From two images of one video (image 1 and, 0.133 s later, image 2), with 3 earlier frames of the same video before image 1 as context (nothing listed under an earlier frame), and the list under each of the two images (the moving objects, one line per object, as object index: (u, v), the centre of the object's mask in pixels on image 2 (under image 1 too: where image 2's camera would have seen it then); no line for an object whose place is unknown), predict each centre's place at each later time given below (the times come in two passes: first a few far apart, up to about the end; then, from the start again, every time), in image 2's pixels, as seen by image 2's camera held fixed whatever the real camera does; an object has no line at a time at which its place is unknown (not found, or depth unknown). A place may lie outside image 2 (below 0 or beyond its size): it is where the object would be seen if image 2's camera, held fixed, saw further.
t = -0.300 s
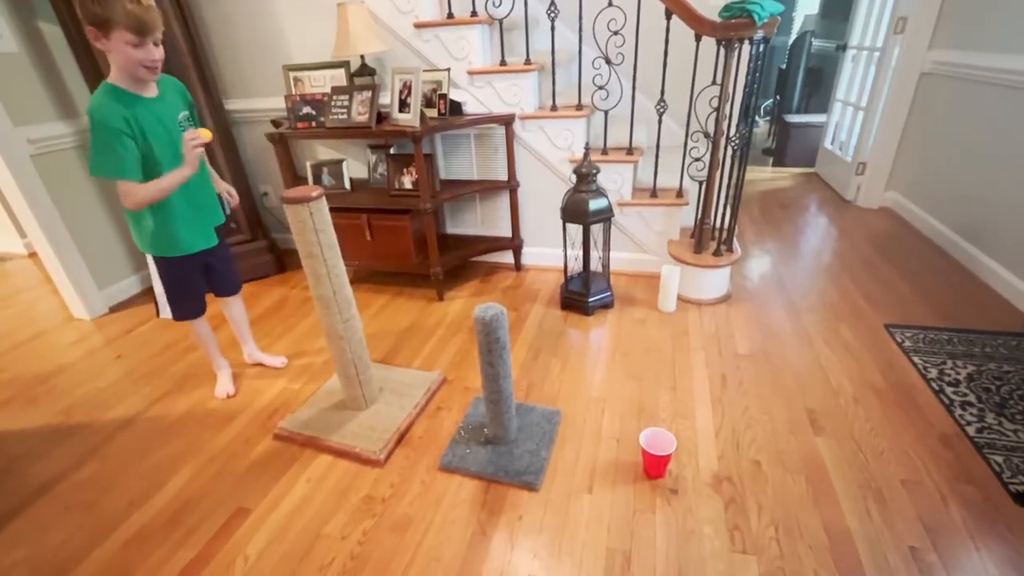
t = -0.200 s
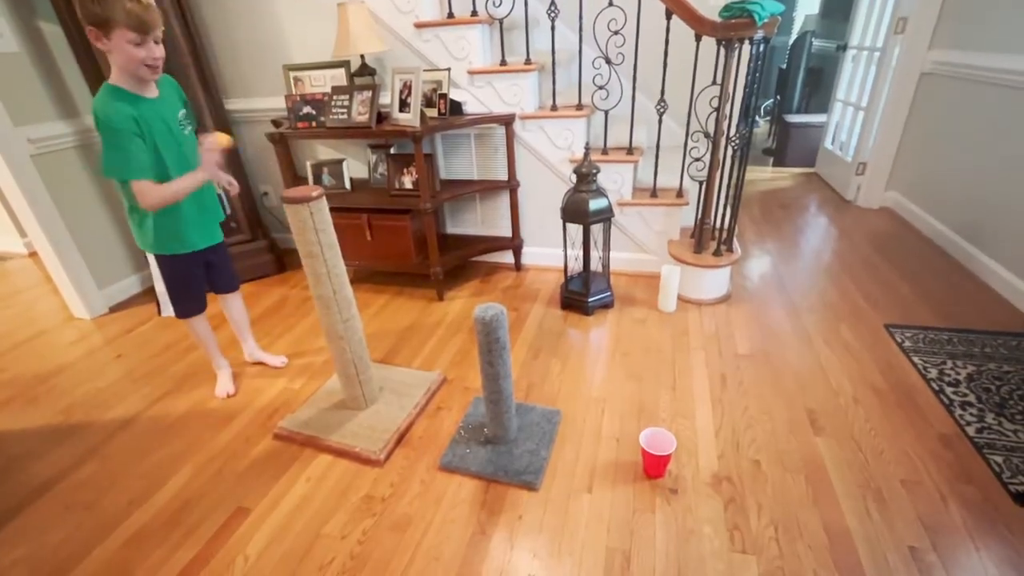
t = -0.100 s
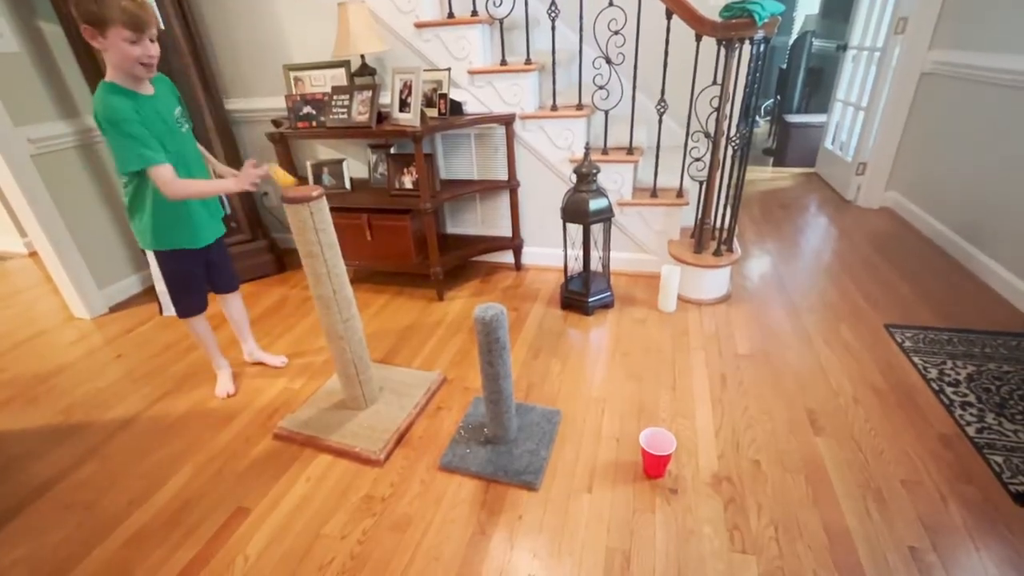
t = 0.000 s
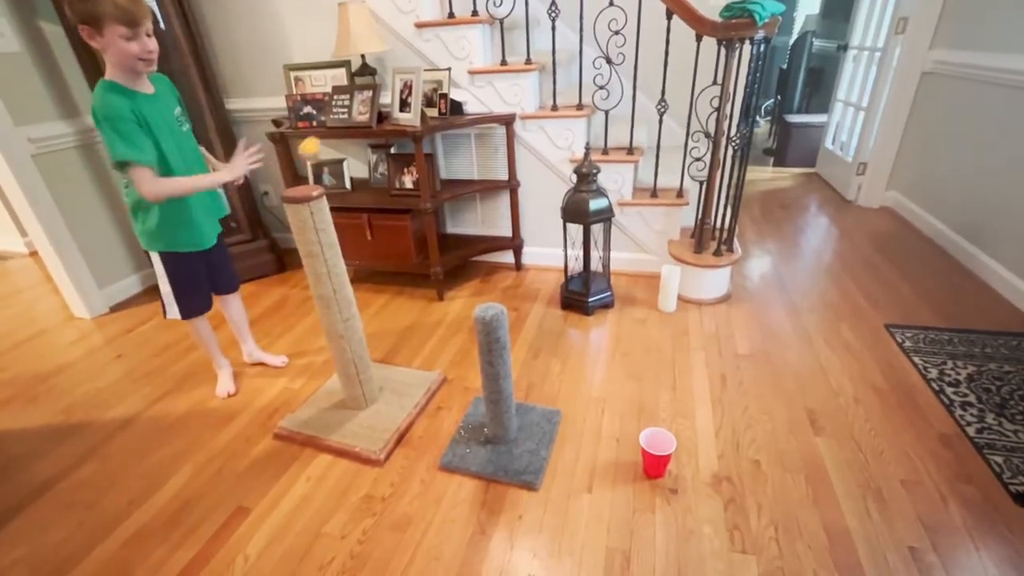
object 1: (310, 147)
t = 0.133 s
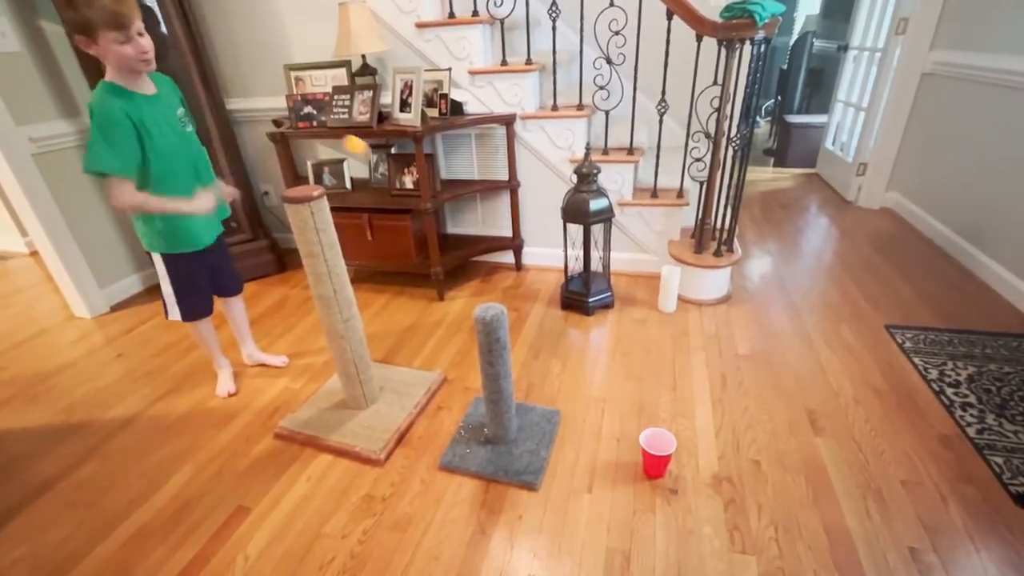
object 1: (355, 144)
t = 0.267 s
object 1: (415, 213)
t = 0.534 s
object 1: (458, 445)
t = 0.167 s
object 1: (369, 155)
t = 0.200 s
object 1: (384, 171)
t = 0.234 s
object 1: (399, 190)
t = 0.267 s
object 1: (415, 213)
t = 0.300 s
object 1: (430, 239)
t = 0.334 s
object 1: (444, 267)
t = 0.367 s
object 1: (459, 297)
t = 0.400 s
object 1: (467, 325)
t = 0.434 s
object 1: (465, 356)
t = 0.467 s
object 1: (462, 388)
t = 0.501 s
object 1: (458, 423)
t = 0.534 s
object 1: (458, 445)
